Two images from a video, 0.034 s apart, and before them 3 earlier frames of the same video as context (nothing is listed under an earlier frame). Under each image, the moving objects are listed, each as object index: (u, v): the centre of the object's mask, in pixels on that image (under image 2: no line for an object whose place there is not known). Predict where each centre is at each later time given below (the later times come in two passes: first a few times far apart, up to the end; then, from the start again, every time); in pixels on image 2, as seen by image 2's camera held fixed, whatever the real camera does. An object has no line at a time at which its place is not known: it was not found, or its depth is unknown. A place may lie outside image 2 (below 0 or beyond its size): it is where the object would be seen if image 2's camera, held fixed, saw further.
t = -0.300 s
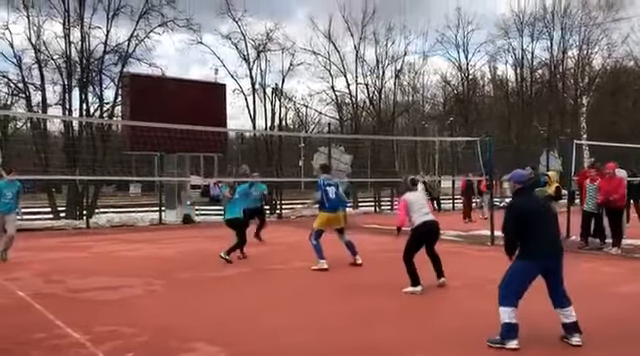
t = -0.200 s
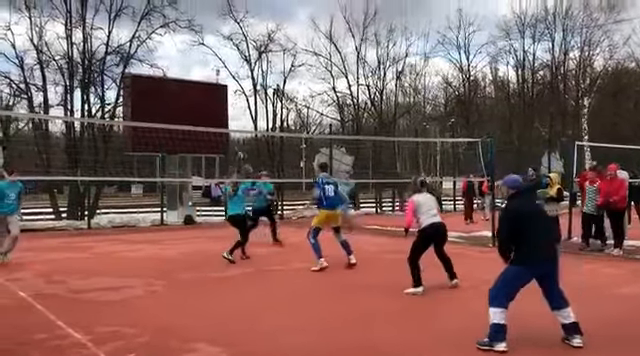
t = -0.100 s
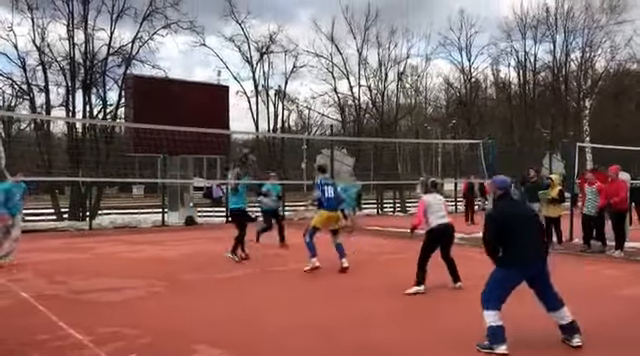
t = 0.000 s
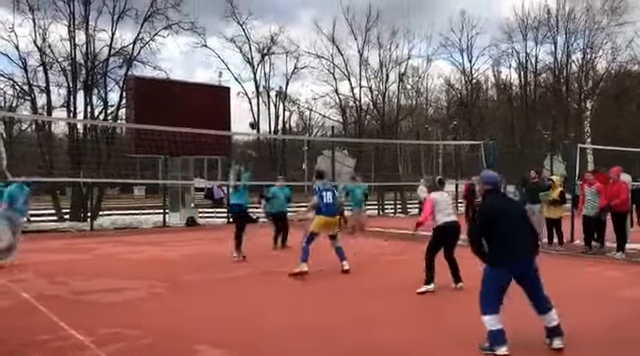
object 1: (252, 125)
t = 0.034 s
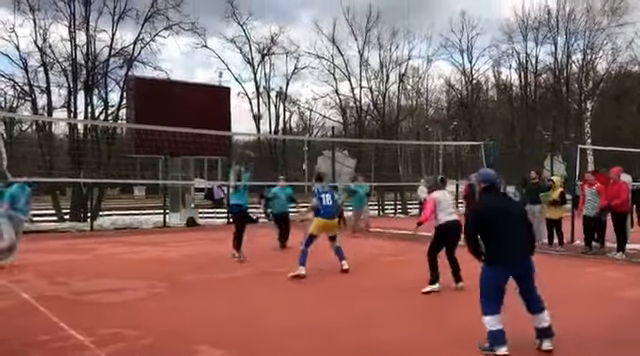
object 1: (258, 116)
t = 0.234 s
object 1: (271, 75)
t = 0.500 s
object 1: (290, 52)
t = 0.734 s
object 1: (307, 59)
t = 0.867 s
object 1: (317, 75)
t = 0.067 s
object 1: (259, 107)
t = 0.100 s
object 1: (261, 101)
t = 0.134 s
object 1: (264, 92)
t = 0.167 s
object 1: (266, 87)
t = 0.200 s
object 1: (269, 80)
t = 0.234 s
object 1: (271, 75)
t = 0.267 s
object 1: (274, 69)
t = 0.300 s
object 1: (276, 66)
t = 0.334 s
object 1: (278, 62)
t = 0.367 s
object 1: (281, 59)
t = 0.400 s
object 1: (284, 56)
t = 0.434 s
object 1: (286, 53)
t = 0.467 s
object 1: (288, 52)
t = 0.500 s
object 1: (290, 52)
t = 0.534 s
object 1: (293, 51)
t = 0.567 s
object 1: (295, 50)
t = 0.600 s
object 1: (298, 51)
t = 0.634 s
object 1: (300, 52)
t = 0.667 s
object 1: (302, 54)
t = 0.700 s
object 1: (305, 56)
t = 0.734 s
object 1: (307, 59)
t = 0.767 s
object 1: (310, 62)
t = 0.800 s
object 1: (312, 66)
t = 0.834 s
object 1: (314, 70)
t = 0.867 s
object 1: (317, 75)
